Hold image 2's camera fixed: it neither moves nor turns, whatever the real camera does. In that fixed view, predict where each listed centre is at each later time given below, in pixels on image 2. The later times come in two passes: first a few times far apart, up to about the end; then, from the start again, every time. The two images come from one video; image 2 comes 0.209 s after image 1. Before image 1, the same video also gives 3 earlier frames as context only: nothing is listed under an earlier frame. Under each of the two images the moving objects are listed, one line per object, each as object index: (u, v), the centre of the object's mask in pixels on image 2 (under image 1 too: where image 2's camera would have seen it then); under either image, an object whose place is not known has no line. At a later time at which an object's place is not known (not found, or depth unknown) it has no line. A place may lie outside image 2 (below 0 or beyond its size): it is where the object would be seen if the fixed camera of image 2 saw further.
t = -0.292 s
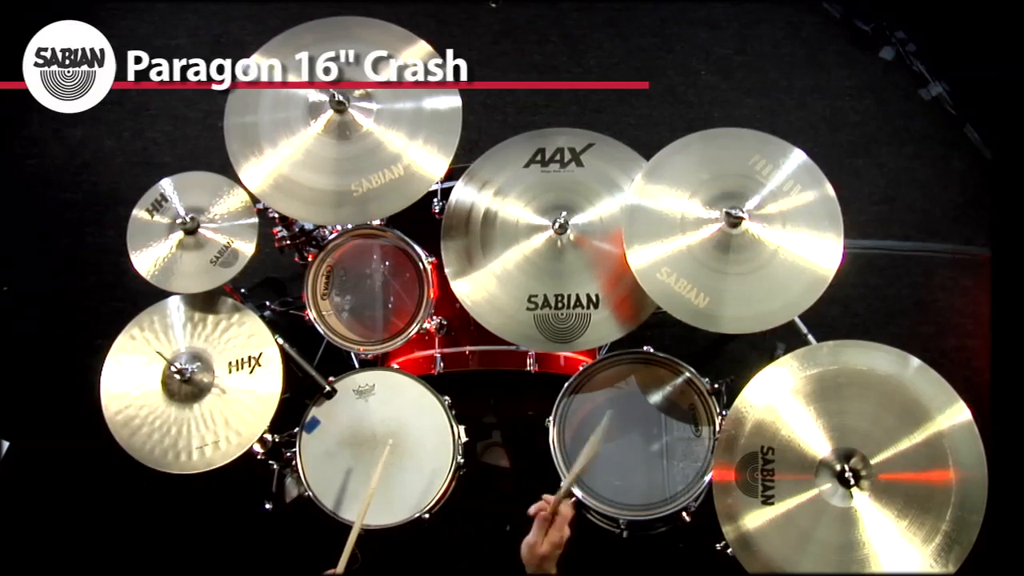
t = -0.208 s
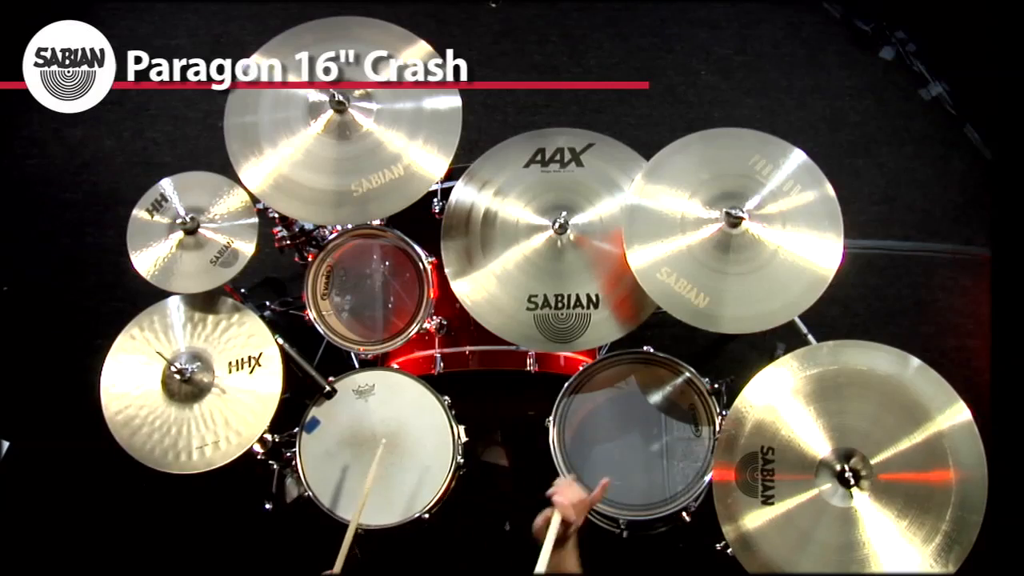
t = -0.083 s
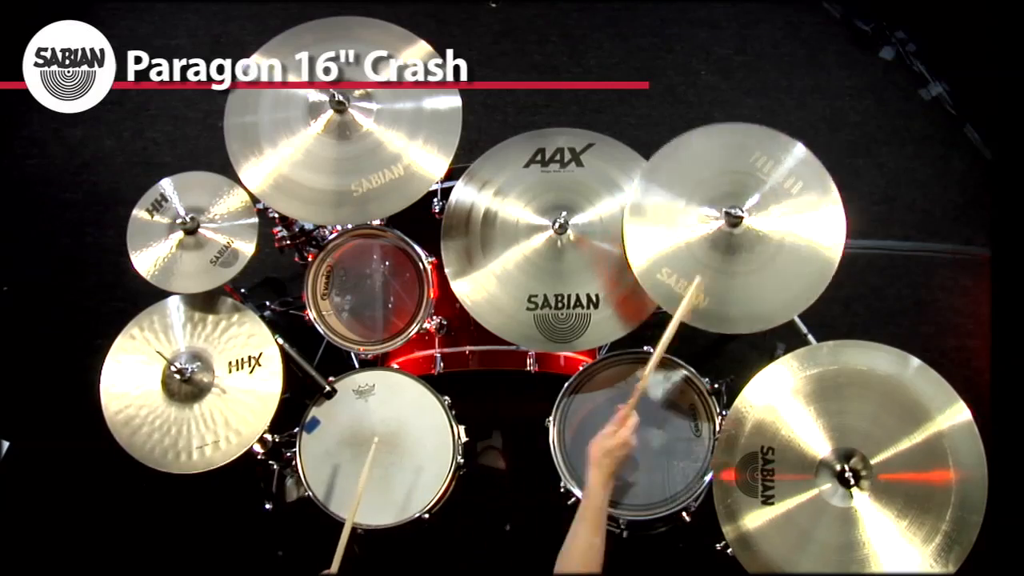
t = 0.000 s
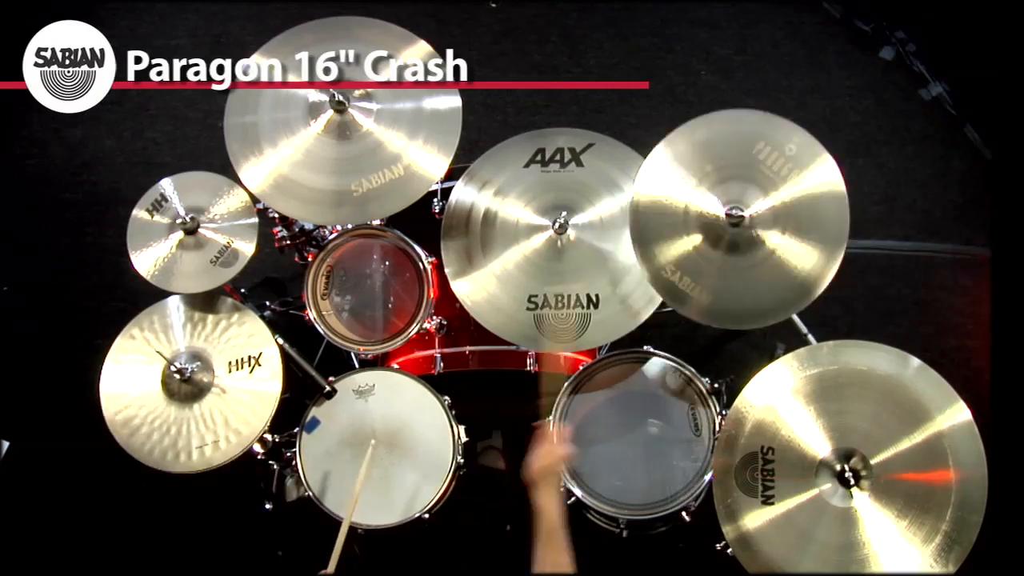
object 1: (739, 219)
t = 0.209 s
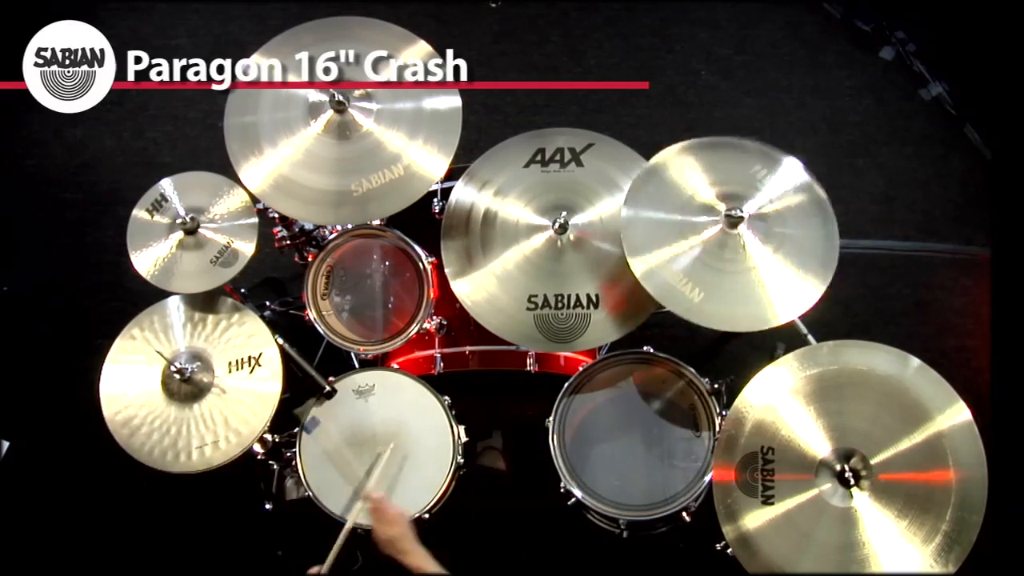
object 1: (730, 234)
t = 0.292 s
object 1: (731, 235)
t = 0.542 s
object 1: (736, 225)
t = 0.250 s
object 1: (730, 235)
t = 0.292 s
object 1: (731, 235)
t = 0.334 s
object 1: (733, 234)
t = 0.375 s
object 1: (735, 233)
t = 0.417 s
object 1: (737, 231)
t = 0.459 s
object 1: (737, 228)
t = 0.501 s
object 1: (737, 226)
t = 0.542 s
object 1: (736, 225)
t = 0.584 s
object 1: (734, 225)
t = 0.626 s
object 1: (732, 226)
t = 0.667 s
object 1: (731, 228)
